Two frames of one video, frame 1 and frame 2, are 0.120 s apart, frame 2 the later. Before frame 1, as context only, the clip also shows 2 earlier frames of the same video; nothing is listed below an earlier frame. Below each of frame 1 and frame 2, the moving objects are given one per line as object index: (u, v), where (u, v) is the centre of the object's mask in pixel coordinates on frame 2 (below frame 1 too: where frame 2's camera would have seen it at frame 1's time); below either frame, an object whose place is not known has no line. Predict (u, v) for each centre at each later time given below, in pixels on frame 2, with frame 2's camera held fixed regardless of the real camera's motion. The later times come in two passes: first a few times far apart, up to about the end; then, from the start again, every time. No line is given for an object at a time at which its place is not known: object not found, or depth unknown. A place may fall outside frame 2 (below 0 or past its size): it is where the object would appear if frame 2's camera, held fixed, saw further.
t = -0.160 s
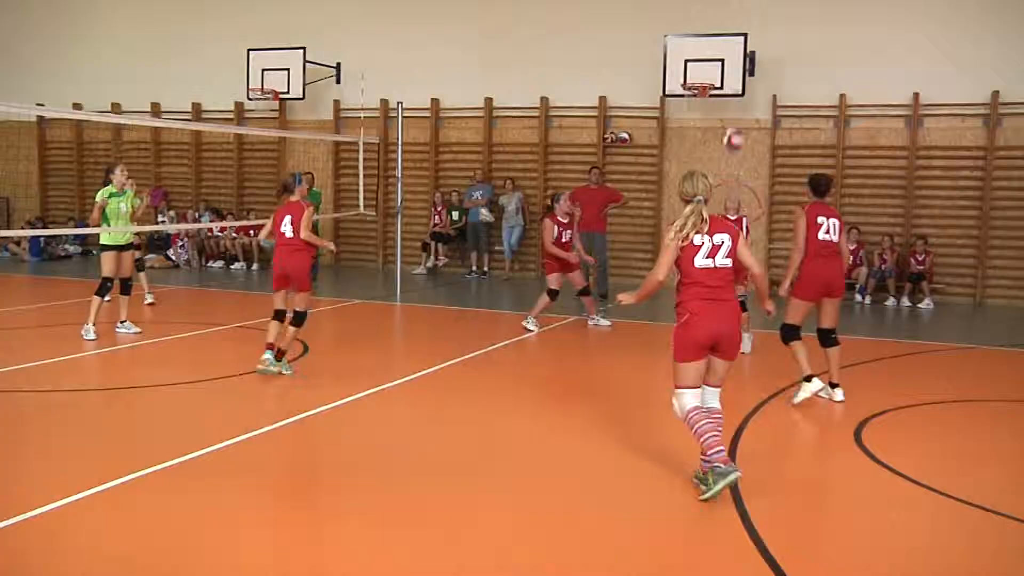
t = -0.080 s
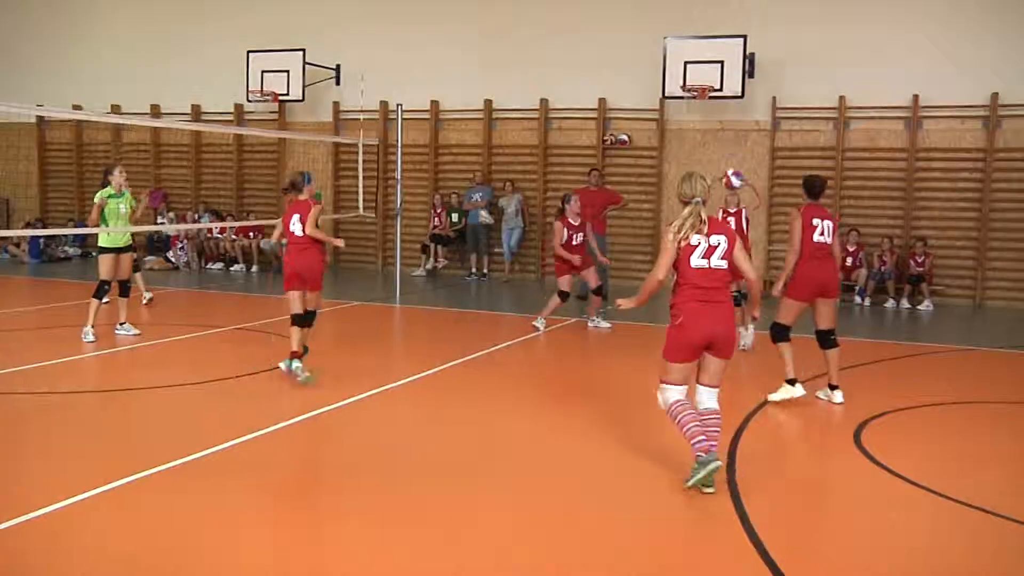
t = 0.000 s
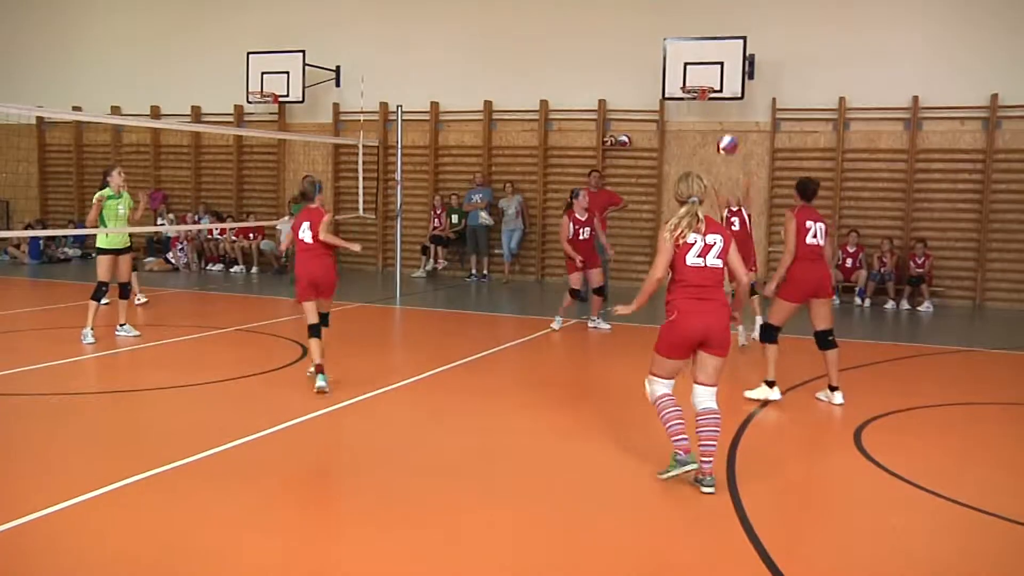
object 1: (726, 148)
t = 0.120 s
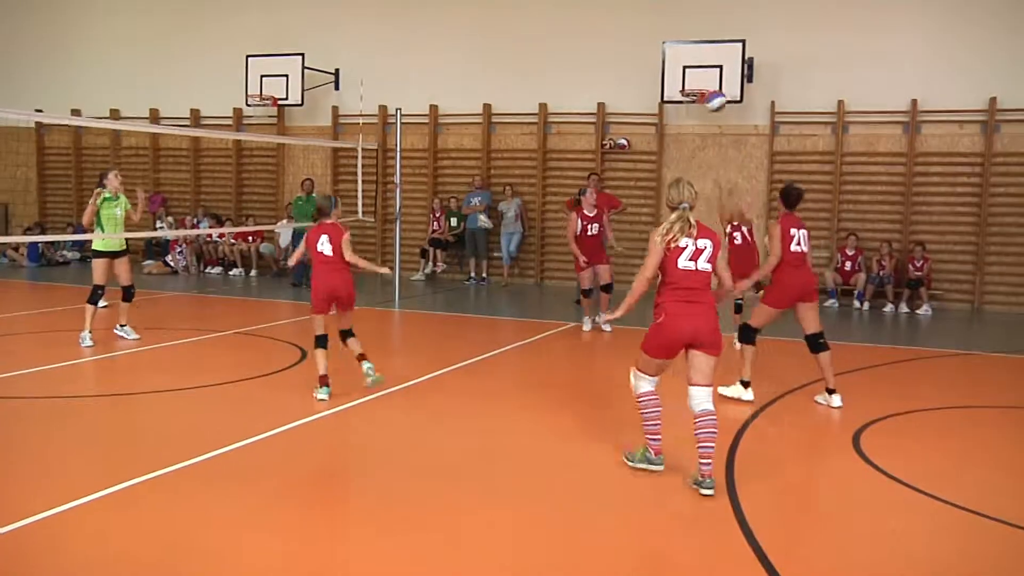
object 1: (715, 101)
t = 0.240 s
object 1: (703, 65)
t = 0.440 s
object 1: (682, 38)
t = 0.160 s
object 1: (711, 89)
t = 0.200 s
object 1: (708, 75)
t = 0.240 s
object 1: (703, 65)
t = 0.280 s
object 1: (700, 56)
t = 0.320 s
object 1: (695, 49)
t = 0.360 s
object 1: (691, 43)
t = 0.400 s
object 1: (687, 39)
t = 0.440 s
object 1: (682, 38)
